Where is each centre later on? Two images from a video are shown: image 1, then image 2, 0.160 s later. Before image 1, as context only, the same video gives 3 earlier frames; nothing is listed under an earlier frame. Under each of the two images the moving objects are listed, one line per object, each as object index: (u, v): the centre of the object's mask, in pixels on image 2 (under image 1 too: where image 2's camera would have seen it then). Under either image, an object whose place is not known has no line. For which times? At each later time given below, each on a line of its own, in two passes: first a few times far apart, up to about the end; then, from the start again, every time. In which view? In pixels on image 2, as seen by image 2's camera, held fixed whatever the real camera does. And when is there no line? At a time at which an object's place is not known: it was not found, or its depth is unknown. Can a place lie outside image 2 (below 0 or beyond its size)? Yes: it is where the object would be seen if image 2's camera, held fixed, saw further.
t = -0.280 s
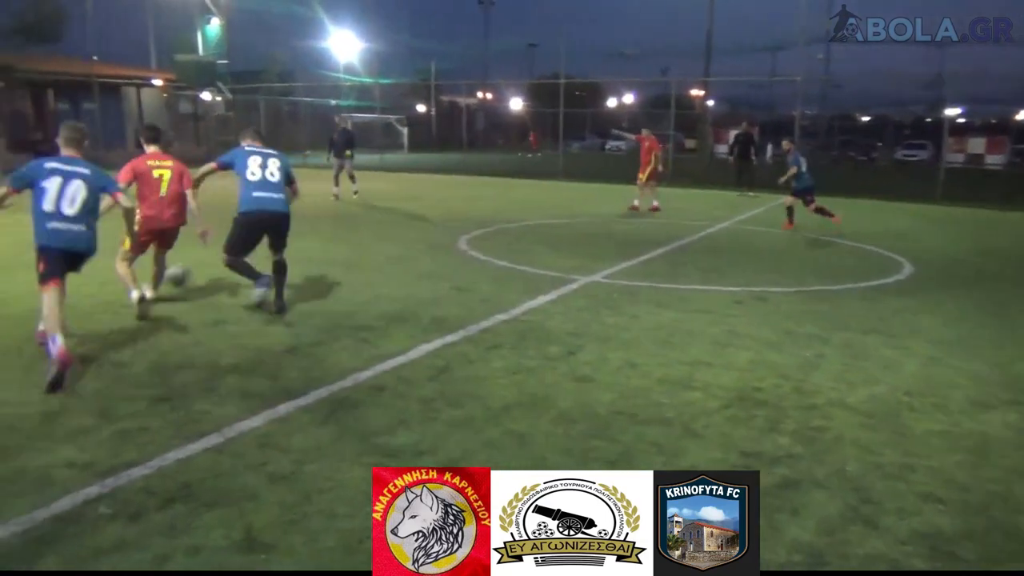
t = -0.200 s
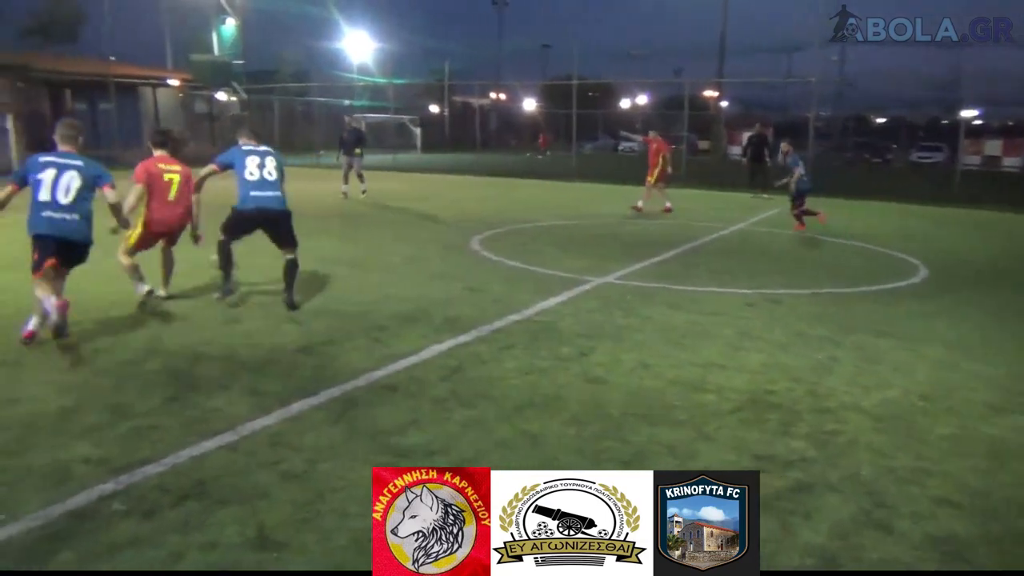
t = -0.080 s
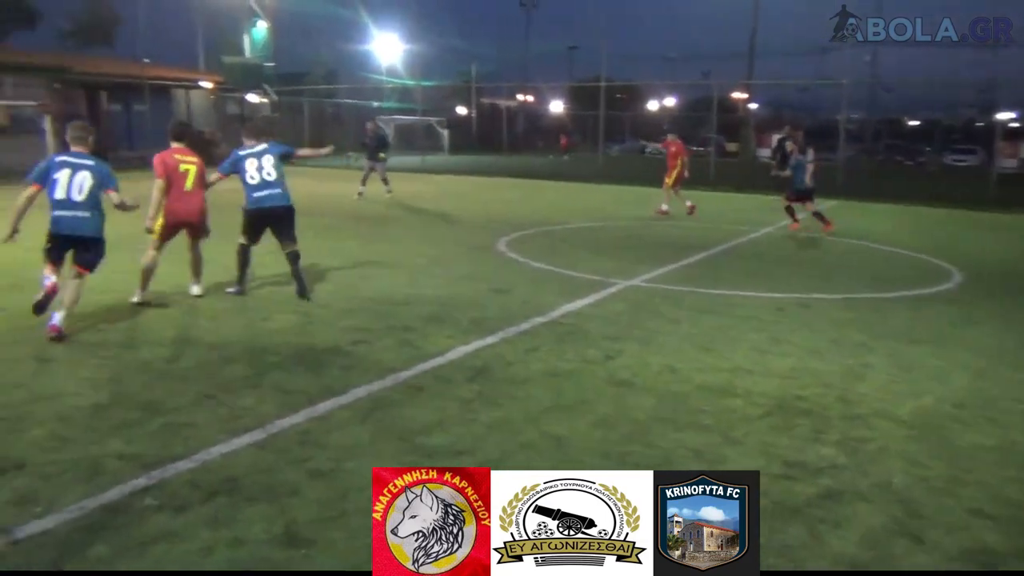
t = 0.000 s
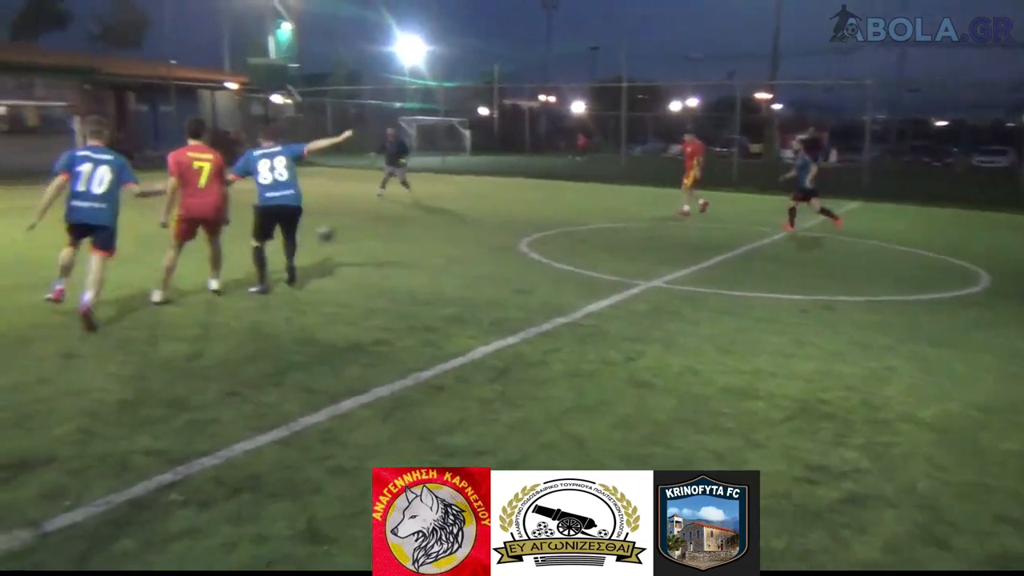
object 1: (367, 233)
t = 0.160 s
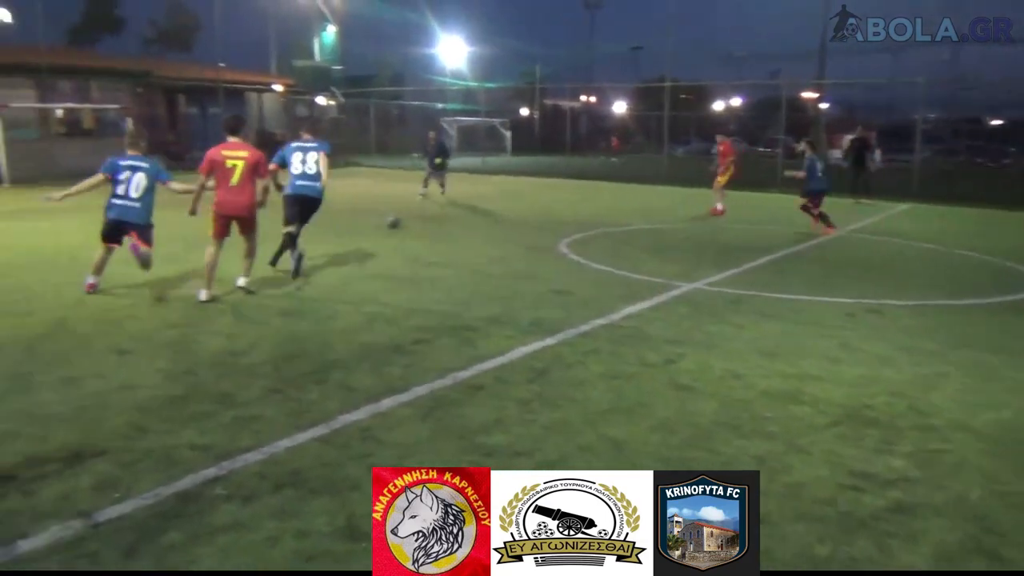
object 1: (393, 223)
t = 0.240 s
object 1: (402, 216)
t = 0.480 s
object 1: (421, 206)
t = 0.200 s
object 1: (398, 218)
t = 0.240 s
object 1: (402, 216)
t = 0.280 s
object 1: (407, 215)
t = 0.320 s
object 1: (410, 212)
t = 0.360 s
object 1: (413, 209)
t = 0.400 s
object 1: (416, 208)
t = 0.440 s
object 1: (419, 208)
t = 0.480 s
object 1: (421, 206)
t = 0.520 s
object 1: (424, 204)
